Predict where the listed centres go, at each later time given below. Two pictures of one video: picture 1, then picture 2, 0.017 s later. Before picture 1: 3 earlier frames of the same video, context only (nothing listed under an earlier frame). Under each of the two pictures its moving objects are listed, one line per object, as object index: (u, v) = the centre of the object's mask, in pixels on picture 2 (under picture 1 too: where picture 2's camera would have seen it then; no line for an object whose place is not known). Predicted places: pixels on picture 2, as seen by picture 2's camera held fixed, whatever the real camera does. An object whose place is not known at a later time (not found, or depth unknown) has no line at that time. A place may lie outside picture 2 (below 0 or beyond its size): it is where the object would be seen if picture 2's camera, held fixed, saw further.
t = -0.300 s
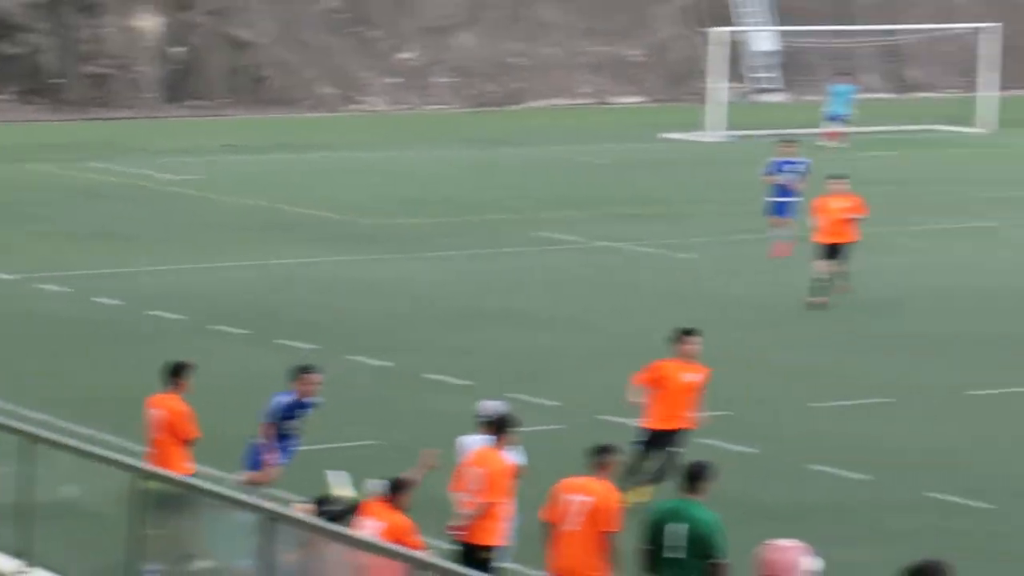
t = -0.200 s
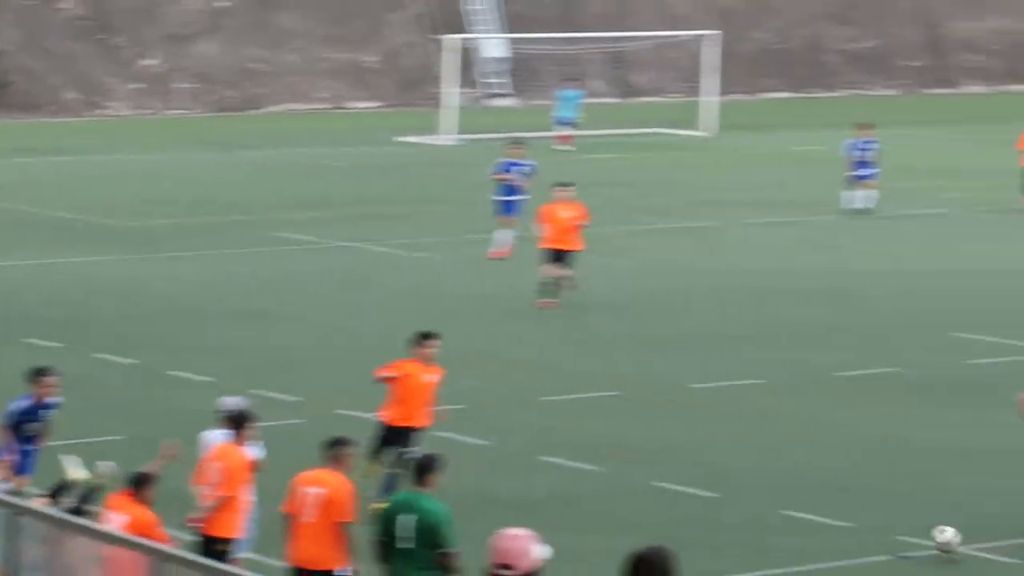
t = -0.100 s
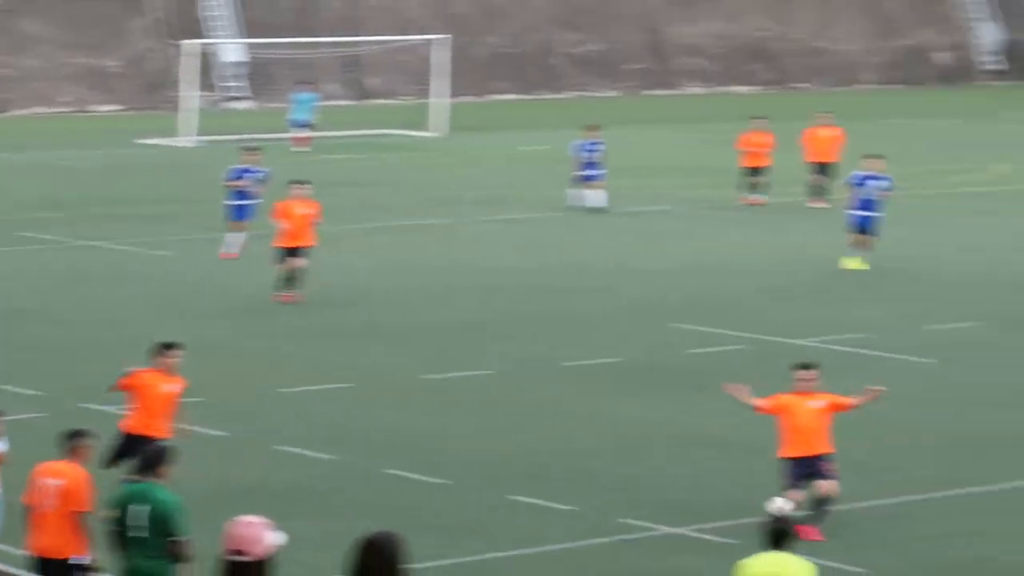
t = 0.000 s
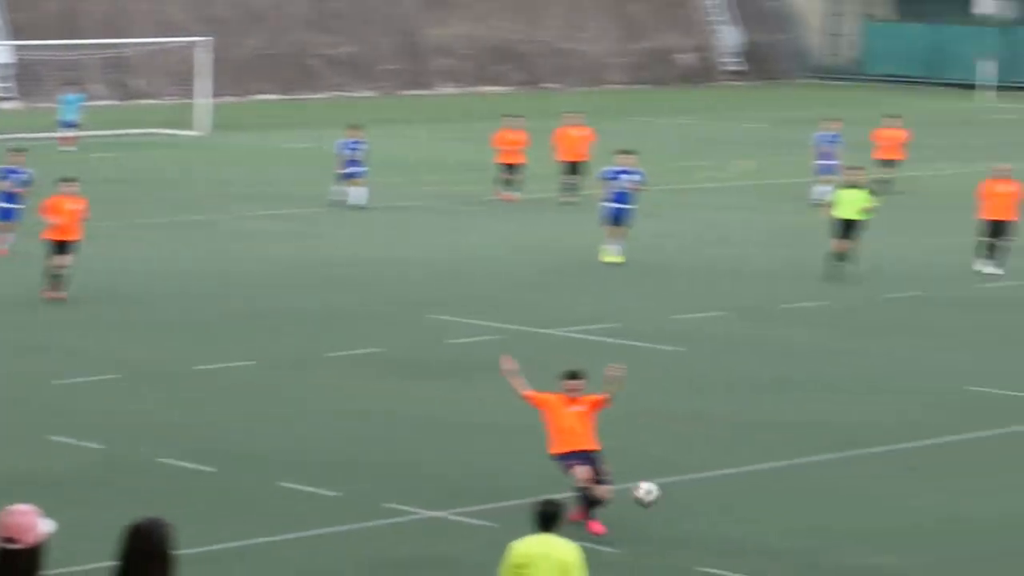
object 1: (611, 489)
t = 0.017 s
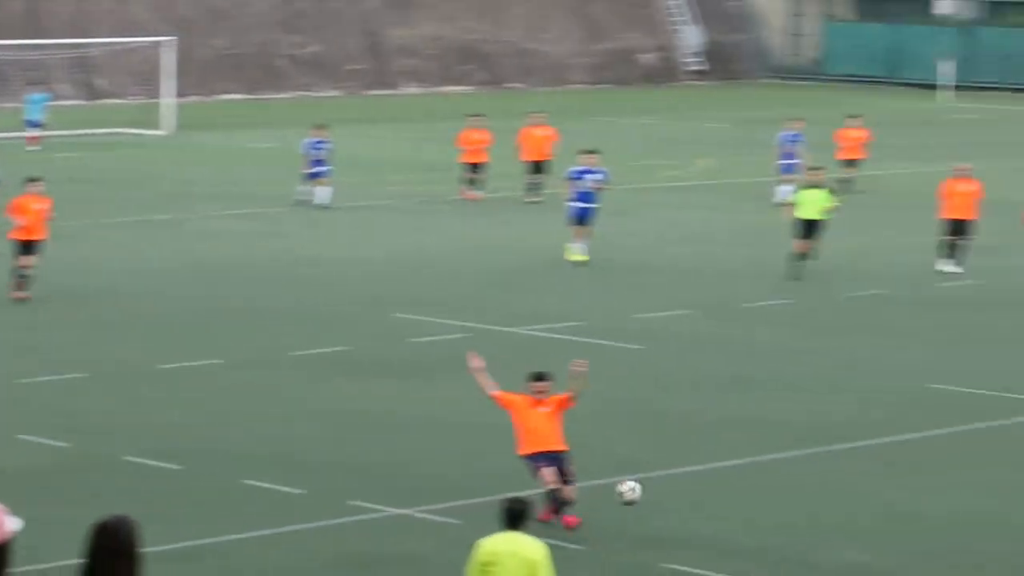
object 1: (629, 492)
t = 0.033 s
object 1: (646, 497)
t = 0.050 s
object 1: (664, 501)
